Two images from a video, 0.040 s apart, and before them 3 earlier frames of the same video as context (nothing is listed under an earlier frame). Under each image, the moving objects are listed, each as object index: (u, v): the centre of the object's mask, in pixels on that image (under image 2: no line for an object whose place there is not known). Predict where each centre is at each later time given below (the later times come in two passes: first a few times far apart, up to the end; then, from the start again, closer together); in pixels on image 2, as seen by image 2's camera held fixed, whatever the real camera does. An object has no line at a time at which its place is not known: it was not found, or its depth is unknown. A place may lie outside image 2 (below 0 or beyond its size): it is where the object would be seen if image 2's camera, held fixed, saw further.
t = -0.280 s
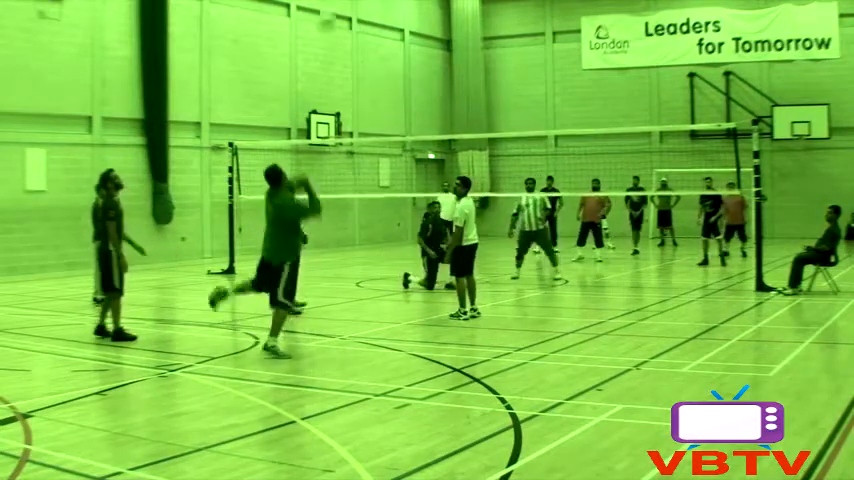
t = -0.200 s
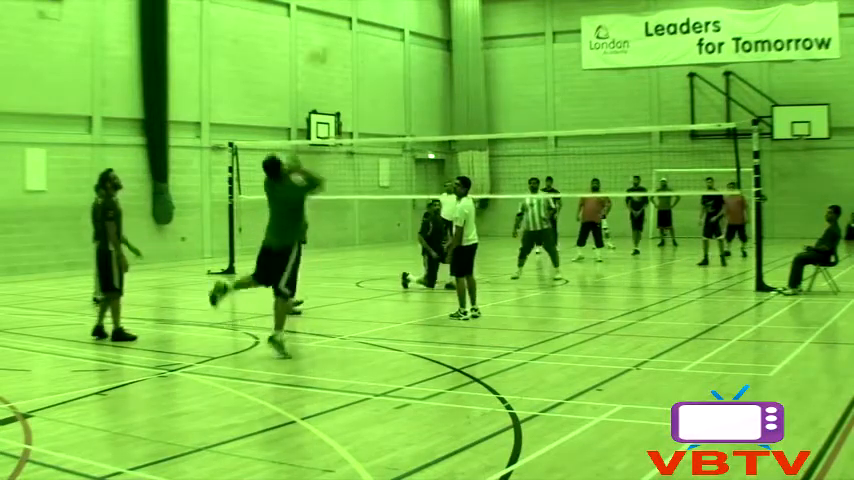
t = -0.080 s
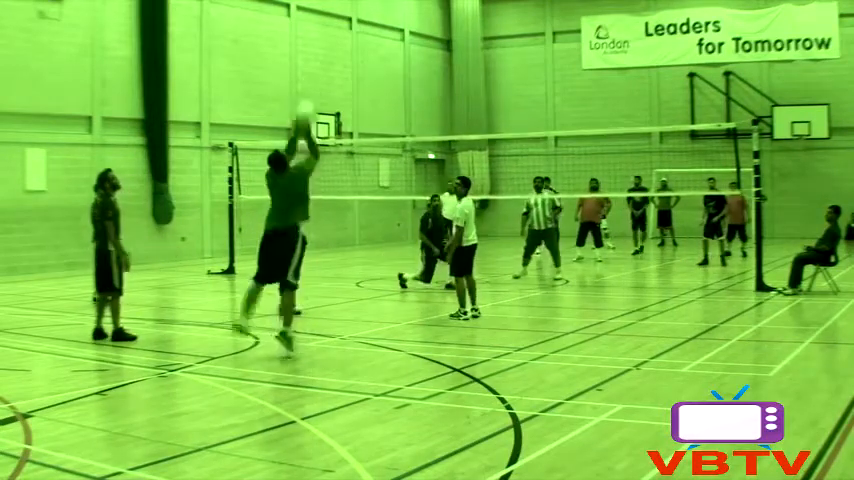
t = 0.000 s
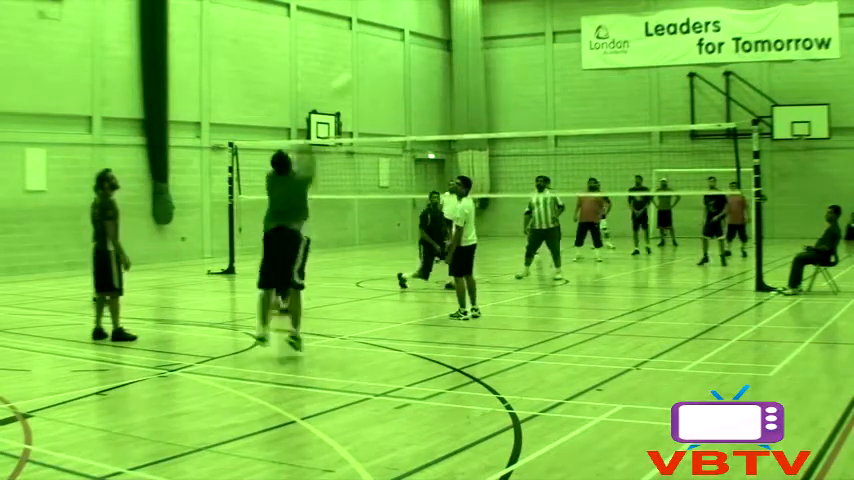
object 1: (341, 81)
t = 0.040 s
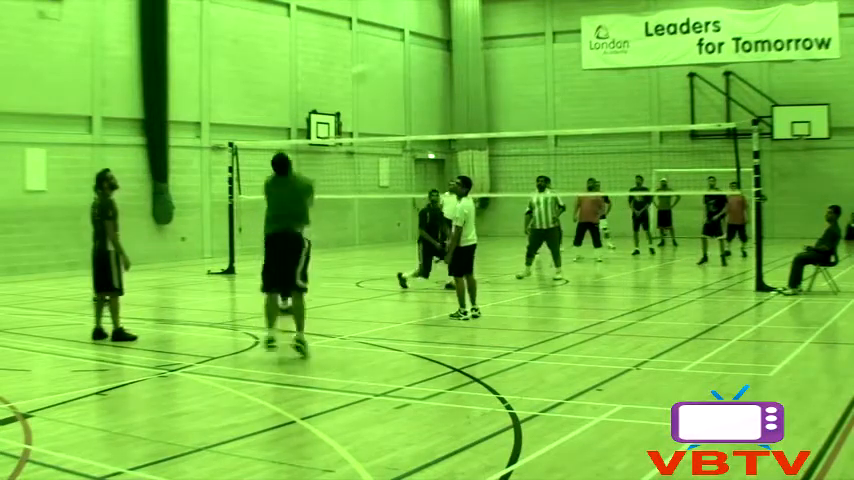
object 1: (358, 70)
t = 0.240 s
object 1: (426, 36)
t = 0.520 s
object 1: (484, 51)
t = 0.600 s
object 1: (495, 60)
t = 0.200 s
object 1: (416, 40)
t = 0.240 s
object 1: (426, 36)
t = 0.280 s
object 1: (437, 36)
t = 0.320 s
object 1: (446, 37)
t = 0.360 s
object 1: (454, 38)
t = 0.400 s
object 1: (463, 38)
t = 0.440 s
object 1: (471, 42)
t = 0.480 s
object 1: (476, 45)
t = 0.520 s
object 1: (484, 51)
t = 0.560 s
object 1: (489, 55)
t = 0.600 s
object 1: (495, 60)
